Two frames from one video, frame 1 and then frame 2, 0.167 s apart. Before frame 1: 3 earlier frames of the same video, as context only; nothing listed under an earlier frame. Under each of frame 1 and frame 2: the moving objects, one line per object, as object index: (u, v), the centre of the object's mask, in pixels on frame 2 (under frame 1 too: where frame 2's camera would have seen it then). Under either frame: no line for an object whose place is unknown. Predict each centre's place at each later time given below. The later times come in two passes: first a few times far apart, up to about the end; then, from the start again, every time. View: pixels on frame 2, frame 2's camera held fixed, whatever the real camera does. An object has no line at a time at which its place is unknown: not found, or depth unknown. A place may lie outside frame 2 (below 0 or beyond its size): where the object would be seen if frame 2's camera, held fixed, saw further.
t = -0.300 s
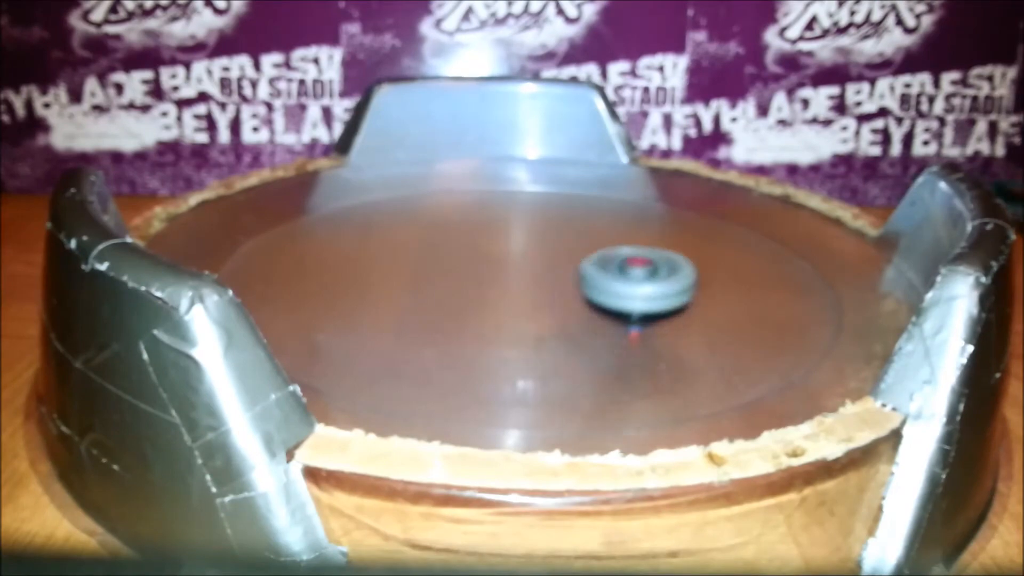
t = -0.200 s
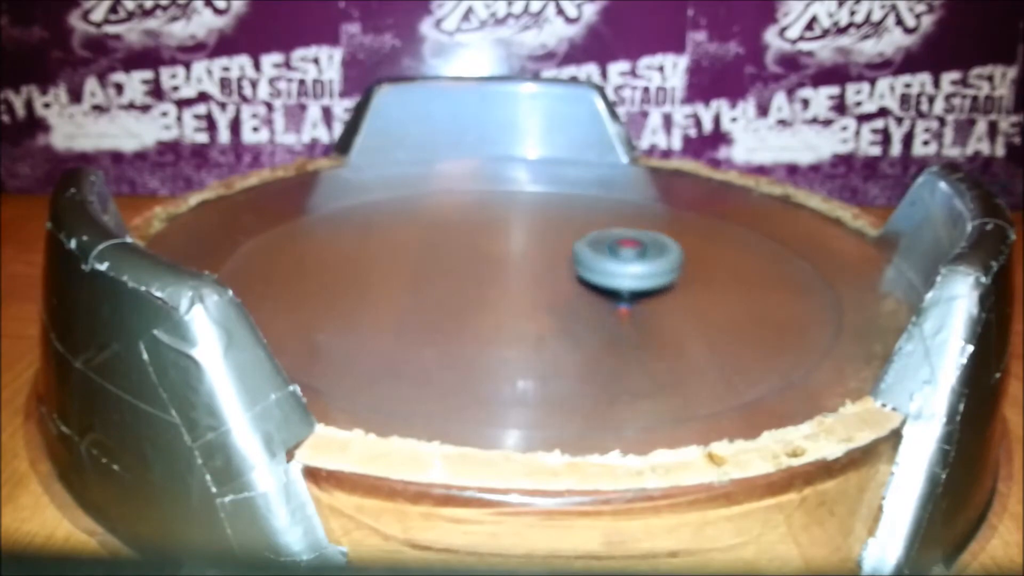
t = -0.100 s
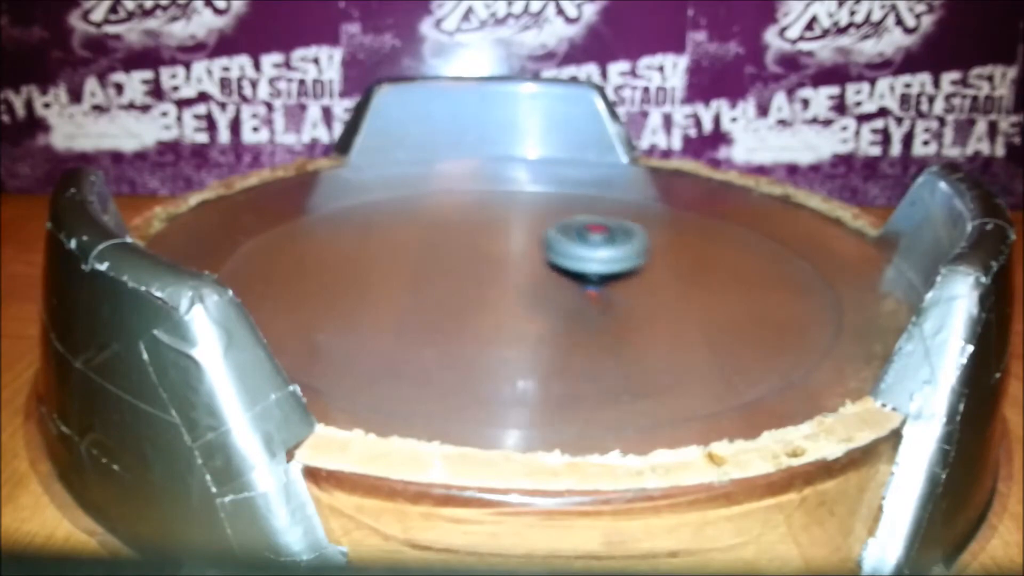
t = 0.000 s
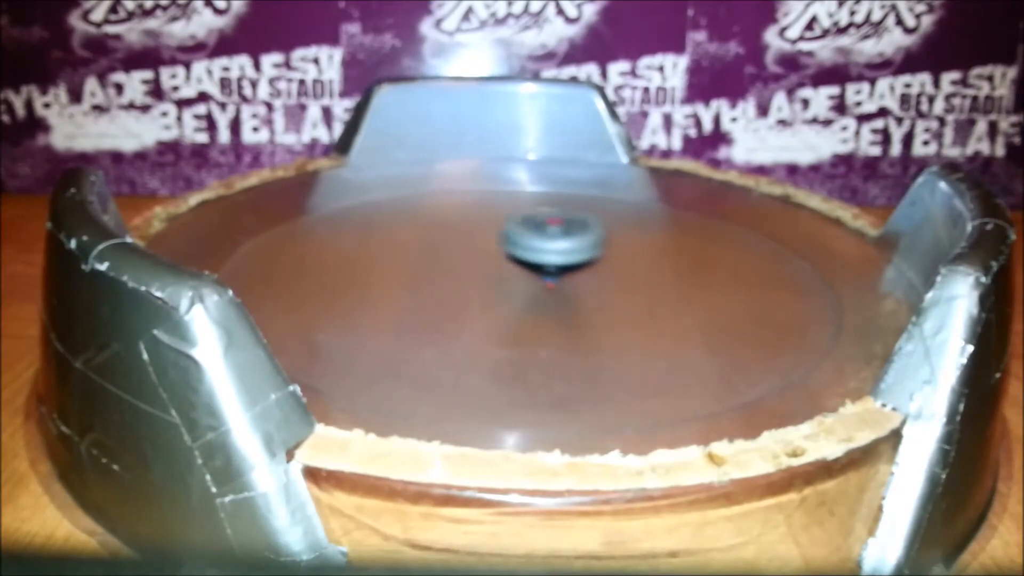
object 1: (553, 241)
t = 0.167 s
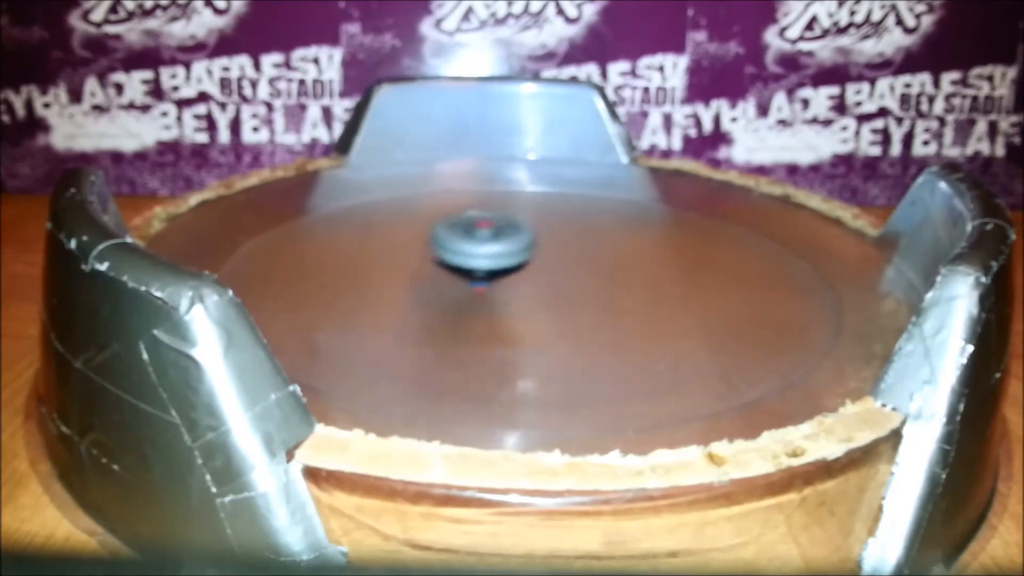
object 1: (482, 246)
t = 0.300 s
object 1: (457, 264)
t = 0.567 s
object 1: (546, 294)
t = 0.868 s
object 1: (571, 261)
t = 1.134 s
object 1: (518, 257)
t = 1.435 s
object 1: (519, 278)
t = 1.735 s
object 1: (549, 271)
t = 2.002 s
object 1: (525, 266)
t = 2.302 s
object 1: (523, 277)
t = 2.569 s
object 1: (534, 273)
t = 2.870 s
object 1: (523, 274)
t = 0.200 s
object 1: (472, 249)
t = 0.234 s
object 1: (463, 254)
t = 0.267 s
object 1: (458, 258)
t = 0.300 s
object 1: (457, 264)
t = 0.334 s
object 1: (459, 270)
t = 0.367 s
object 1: (464, 276)
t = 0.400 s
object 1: (473, 282)
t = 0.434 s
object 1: (485, 287)
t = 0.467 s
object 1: (500, 291)
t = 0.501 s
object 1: (515, 294)
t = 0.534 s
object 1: (531, 295)
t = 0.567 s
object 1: (546, 294)
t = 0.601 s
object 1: (561, 292)
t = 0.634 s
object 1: (573, 289)
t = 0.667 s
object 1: (580, 285)
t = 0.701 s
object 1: (585, 281)
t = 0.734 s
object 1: (587, 277)
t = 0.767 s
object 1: (587, 273)
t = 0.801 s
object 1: (582, 266)
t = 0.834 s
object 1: (577, 264)
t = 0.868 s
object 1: (571, 261)
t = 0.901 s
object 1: (565, 259)
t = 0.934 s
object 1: (559, 258)
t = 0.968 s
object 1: (552, 257)
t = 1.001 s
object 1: (545, 256)
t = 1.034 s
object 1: (537, 255)
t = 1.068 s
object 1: (530, 255)
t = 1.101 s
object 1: (524, 256)
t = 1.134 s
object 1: (518, 257)
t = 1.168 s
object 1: (513, 258)
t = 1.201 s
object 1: (509, 260)
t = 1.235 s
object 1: (505, 263)
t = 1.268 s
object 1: (503, 265)
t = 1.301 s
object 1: (503, 268)
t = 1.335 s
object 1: (505, 271)
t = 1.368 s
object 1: (508, 273)
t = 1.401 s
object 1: (513, 276)
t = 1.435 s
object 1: (519, 278)
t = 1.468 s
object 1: (525, 279)
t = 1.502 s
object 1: (532, 279)
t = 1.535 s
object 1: (538, 279)
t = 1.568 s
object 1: (543, 278)
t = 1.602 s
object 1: (546, 276)
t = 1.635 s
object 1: (548, 275)
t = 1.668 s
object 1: (549, 273)
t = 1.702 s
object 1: (549, 272)
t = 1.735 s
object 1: (549, 271)
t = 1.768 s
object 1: (547, 269)
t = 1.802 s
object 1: (545, 268)
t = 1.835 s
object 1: (543, 267)
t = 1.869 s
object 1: (539, 267)
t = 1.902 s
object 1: (536, 266)
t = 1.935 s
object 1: (532, 266)
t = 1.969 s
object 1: (528, 265)
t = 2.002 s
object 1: (525, 266)
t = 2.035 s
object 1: (521, 266)
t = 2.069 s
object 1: (519, 267)
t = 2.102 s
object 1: (517, 268)
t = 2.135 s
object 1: (516, 269)
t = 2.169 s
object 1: (516, 271)
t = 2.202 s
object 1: (516, 272)
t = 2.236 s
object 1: (517, 274)
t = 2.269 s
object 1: (520, 275)
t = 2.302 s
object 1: (523, 277)
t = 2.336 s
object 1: (526, 277)
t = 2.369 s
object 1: (530, 278)
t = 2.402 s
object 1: (533, 277)
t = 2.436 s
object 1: (534, 277)
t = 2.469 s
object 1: (535, 276)
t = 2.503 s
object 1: (536, 275)
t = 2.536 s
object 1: (535, 274)
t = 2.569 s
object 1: (534, 273)
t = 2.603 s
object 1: (532, 273)
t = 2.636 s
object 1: (529, 272)
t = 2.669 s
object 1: (527, 272)
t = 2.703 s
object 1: (525, 272)
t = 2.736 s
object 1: (523, 272)
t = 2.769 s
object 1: (522, 273)
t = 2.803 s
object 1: (522, 273)
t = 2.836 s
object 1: (522, 274)
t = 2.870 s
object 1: (523, 274)
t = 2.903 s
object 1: (524, 275)
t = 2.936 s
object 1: (526, 275)
